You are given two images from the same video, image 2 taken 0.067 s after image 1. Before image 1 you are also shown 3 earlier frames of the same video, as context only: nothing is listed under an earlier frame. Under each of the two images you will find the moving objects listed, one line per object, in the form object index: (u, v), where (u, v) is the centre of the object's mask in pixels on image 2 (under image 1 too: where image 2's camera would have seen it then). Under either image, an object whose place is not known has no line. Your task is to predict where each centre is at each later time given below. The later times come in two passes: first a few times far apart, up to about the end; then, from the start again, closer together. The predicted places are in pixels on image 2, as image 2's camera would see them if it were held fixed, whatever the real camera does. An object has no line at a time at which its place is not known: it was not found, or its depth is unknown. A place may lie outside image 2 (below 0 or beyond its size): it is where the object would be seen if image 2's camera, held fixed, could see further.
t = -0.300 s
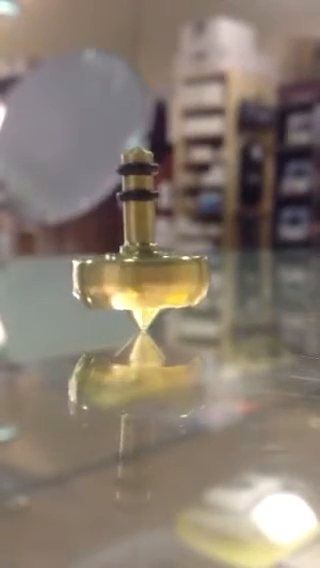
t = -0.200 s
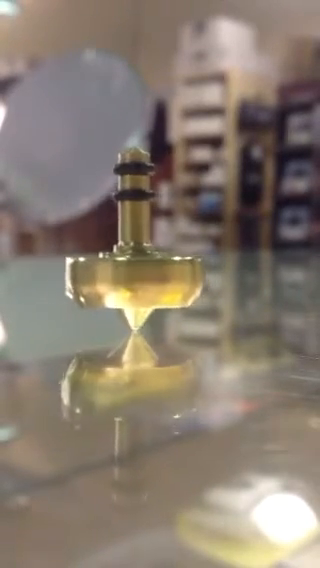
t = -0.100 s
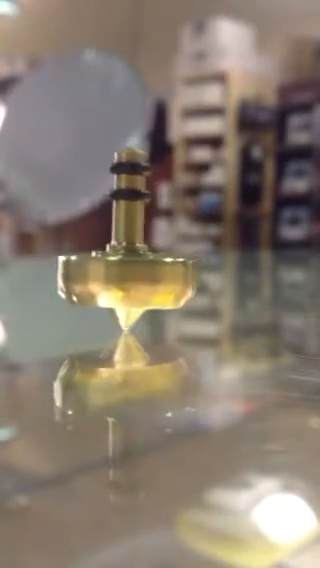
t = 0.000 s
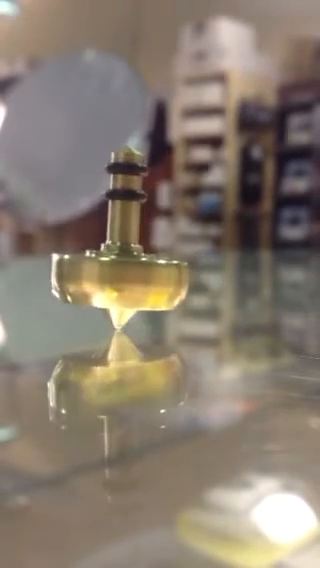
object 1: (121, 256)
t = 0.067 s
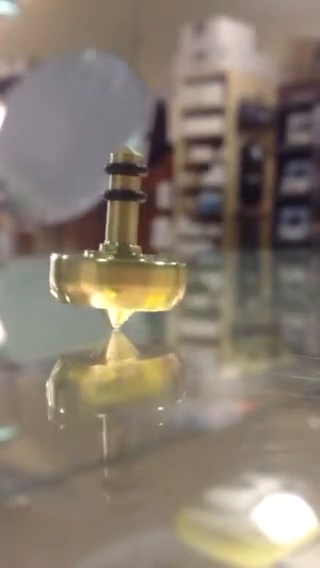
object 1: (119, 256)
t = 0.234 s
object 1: (122, 256)
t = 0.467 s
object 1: (137, 256)
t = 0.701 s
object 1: (139, 255)
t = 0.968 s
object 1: (121, 255)
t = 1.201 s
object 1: (118, 255)
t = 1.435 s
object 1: (132, 256)
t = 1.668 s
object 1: (138, 255)
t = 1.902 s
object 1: (124, 256)
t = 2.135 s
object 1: (115, 256)
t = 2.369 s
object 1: (125, 256)
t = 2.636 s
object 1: (136, 255)
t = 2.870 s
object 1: (125, 255)
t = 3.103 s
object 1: (114, 255)
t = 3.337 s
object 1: (121, 256)
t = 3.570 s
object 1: (133, 256)
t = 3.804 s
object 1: (128, 255)
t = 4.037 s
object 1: (113, 255)
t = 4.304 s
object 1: (117, 256)
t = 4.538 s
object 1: (130, 255)
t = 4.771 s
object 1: (127, 255)
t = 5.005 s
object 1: (113, 255)
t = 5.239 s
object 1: (111, 255)
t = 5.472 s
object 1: (124, 255)
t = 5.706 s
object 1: (128, 255)
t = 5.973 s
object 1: (113, 255)
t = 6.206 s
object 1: (109, 255)
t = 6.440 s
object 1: (120, 256)
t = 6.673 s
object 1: (126, 256)
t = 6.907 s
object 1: (115, 256)
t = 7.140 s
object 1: (106, 255)
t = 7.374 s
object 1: (114, 255)
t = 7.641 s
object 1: (124, 255)
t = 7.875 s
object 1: (115, 255)
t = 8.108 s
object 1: (105, 255)
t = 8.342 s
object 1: (112, 255)
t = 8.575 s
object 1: (122, 256)
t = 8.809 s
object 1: (117, 255)
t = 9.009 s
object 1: (107, 255)
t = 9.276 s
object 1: (110, 256)
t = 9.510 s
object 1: (120, 255)
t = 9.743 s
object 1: (116, 255)
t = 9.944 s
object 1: (104, 255)
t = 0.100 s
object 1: (119, 256)
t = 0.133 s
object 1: (119, 256)
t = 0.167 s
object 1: (120, 256)
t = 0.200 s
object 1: (121, 256)
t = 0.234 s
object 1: (122, 256)
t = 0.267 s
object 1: (124, 256)
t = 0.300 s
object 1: (126, 256)
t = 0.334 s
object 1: (129, 256)
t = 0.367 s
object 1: (131, 256)
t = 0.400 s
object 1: (133, 256)
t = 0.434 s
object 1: (135, 256)
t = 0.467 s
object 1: (137, 256)
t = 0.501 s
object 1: (139, 256)
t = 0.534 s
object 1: (140, 256)
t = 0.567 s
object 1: (140, 256)
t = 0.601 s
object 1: (140, 256)
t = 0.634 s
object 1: (140, 255)
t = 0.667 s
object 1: (140, 256)
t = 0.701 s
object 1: (139, 255)
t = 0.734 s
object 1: (137, 255)
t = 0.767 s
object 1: (135, 255)
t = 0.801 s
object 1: (133, 255)
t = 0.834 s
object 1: (130, 256)
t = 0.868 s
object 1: (128, 256)
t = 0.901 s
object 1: (126, 256)
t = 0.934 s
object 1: (123, 256)
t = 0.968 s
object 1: (121, 255)
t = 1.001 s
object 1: (120, 255)
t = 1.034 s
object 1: (118, 255)
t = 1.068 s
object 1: (117, 256)
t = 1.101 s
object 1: (117, 255)
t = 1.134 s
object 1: (117, 255)
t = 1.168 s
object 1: (117, 255)
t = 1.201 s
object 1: (118, 255)
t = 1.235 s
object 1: (120, 256)
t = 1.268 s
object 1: (122, 256)
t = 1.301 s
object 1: (124, 256)
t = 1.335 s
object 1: (126, 255)
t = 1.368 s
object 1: (128, 256)
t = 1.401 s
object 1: (130, 256)
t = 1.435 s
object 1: (132, 256)
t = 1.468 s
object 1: (134, 256)
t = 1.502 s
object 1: (136, 255)
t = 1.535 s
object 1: (137, 256)
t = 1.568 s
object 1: (137, 256)
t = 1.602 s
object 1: (139, 255)
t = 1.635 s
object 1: (139, 255)
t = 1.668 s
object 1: (138, 255)
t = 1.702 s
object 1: (137, 255)
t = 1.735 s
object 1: (135, 255)
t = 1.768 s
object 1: (133, 255)
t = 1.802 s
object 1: (131, 255)
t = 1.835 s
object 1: (129, 255)
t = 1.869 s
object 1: (126, 256)
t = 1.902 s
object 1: (124, 256)
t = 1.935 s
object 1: (122, 256)
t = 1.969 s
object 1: (120, 256)
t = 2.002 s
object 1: (118, 256)
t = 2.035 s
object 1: (117, 256)
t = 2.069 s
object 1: (116, 256)
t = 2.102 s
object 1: (115, 256)
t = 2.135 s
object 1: (115, 256)
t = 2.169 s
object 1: (116, 256)
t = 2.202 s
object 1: (117, 256)
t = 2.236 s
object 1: (118, 256)
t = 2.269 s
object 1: (119, 256)
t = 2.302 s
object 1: (121, 256)
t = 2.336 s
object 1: (123, 256)
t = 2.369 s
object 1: (125, 256)
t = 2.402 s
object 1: (127, 256)
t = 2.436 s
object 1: (130, 256)
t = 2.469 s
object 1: (131, 256)
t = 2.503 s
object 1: (133, 256)
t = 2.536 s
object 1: (134, 256)
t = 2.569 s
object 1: (135, 255)
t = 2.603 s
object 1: (136, 255)
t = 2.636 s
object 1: (136, 255)
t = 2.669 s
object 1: (135, 256)
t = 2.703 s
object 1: (135, 255)
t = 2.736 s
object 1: (133, 255)
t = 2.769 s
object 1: (132, 255)
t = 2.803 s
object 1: (130, 255)
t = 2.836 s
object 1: (128, 255)
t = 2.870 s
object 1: (125, 255)
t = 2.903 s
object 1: (123, 255)
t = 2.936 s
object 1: (121, 255)
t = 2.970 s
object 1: (118, 255)
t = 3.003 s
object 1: (117, 256)
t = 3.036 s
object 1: (115, 255)
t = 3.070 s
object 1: (114, 255)
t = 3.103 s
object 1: (114, 255)
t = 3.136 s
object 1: (114, 256)
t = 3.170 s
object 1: (114, 256)
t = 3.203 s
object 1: (114, 256)
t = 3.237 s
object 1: (116, 256)
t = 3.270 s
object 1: (117, 256)
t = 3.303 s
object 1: (119, 256)
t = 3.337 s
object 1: (121, 256)
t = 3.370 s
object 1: (123, 256)
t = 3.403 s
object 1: (125, 256)
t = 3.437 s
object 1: (127, 256)
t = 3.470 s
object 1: (130, 256)
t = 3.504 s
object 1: (131, 256)
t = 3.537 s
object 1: (132, 256)
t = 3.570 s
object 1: (133, 256)
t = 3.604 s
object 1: (134, 256)
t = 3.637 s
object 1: (134, 256)
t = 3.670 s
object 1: (133, 255)
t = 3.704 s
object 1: (133, 255)
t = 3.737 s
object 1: (132, 255)
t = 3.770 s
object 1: (130, 255)
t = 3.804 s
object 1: (128, 255)
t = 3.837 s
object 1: (126, 255)
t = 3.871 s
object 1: (123, 255)
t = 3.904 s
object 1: (121, 255)
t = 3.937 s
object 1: (119, 256)
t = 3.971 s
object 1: (117, 256)
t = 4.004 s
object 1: (115, 255)
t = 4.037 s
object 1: (113, 255)
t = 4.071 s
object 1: (112, 255)
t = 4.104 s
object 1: (112, 255)
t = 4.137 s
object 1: (112, 255)
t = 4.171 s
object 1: (112, 255)
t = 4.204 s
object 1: (113, 255)
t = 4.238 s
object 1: (114, 255)
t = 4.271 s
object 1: (115, 256)
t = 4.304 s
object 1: (117, 256)
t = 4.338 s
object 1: (119, 256)
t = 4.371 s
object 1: (121, 256)
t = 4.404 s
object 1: (123, 257)
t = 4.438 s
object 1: (125, 256)
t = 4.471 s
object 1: (126, 255)
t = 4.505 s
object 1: (128, 256)
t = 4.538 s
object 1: (130, 255)
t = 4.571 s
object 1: (131, 255)
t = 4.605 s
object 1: (131, 255)
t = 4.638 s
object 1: (131, 255)
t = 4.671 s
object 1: (131, 255)
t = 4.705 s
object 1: (131, 255)
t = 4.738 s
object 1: (129, 255)
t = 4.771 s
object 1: (127, 255)
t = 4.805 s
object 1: (126, 255)
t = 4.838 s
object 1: (123, 255)
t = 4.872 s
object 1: (121, 255)
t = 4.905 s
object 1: (119, 255)
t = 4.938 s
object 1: (117, 255)
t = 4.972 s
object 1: (115, 255)
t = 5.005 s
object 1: (113, 255)
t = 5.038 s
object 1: (111, 255)
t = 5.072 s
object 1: (110, 255)
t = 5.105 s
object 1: (109, 255)
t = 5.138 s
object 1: (109, 255)
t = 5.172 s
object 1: (110, 255)
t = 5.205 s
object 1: (110, 255)
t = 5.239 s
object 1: (111, 255)
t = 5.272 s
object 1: (113, 256)
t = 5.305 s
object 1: (114, 256)
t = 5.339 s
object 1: (116, 255)
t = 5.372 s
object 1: (118, 255)
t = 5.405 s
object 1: (120, 256)
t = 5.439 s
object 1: (122, 256)
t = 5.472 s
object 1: (124, 255)
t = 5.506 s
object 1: (126, 256)
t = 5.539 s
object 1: (127, 256)
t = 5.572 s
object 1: (128, 256)
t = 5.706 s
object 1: (128, 255)
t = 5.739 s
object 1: (127, 255)
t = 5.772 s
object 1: (125, 255)
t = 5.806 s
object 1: (123, 255)
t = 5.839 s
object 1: (121, 255)
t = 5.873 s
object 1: (119, 255)
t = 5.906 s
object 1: (117, 254)
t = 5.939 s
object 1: (115, 255)
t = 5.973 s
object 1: (113, 255)
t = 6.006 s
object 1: (111, 255)
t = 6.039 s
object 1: (109, 255)
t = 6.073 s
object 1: (109, 255)
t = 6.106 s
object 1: (108, 255)
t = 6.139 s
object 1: (108, 255)
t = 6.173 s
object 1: (108, 255)
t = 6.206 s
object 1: (109, 255)
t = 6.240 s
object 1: (109, 255)
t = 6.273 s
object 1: (110, 256)
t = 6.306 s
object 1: (112, 255)
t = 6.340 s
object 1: (114, 255)
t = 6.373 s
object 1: (116, 255)
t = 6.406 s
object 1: (118, 256)
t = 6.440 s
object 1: (120, 256)
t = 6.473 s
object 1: (122, 256)
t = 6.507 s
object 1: (124, 256)
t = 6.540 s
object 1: (125, 256)
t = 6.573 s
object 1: (125, 256)
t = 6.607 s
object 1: (126, 256)
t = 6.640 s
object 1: (126, 256)
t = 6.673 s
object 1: (126, 256)
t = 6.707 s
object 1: (125, 255)
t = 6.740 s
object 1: (124, 255)
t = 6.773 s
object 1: (123, 255)
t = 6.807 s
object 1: (121, 255)
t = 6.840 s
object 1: (119, 255)
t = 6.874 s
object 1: (117, 256)
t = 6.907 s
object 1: (115, 256)
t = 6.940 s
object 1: (113, 255)
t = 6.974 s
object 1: (111, 255)
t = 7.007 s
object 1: (109, 255)
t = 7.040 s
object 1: (108, 254)
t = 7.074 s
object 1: (107, 255)
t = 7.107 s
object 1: (106, 255)
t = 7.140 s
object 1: (106, 255)
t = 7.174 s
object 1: (106, 255)
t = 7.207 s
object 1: (107, 256)
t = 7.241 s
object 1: (108, 256)
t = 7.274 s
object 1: (109, 256)
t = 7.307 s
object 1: (111, 255)
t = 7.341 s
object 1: (112, 256)
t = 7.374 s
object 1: (114, 255)
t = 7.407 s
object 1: (117, 255)
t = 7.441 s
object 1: (118, 255)
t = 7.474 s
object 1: (120, 255)
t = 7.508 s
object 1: (122, 255)
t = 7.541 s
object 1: (123, 255)
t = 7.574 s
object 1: (123, 256)
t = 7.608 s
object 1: (124, 256)
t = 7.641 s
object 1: (124, 255)
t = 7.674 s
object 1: (124, 255)
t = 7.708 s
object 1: (123, 255)
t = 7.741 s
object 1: (122, 255)
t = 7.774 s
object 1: (121, 256)
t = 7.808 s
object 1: (119, 255)
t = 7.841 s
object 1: (117, 255)
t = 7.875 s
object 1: (115, 255)
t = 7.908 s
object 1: (113, 254)
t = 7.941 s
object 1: (111, 255)
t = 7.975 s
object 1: (109, 255)
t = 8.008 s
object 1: (107, 255)
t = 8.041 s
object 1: (106, 255)
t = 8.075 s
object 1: (105, 255)
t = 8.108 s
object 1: (105, 255)
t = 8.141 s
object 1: (105, 255)
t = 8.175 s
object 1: (105, 255)
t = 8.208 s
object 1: (106, 255)
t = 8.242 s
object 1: (107, 255)
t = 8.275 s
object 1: (108, 255)
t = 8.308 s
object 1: (110, 255)
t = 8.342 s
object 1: (112, 255)
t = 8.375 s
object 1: (113, 256)
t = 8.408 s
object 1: (116, 255)
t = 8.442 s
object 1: (117, 255)
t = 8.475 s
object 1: (119, 255)
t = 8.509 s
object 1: (121, 255)
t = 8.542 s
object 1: (122, 255)
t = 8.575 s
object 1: (122, 256)
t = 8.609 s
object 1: (123, 256)
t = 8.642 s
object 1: (123, 256)
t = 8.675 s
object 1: (122, 255)
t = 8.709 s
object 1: (122, 255)
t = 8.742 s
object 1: (121, 255)
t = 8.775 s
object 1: (119, 255)
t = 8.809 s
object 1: (117, 255)
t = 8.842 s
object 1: (115, 255)
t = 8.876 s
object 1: (113, 255)
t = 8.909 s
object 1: (111, 255)
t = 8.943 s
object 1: (109, 255)
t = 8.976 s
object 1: (108, 255)
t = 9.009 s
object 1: (107, 255)
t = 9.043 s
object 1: (105, 255)
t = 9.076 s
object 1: (105, 255)
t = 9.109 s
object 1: (104, 255)
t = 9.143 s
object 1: (104, 255)
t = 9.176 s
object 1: (105, 255)
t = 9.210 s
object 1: (106, 255)
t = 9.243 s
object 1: (108, 255)
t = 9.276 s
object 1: (110, 256)
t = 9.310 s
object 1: (111, 256)
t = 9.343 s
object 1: (113, 256)
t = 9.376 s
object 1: (115, 256)
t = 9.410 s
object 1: (116, 256)
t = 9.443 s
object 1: (118, 256)
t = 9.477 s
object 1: (119, 255)
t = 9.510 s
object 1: (120, 255)
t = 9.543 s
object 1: (120, 255)
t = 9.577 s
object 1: (121, 255)
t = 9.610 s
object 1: (121, 255)
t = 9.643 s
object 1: (120, 255)
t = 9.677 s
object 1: (119, 254)
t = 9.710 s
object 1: (118, 255)
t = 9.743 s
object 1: (116, 255)
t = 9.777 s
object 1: (114, 254)
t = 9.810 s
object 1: (112, 254)
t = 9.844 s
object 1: (110, 255)
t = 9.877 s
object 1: (108, 254)
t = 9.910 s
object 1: (106, 254)
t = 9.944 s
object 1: (104, 255)
